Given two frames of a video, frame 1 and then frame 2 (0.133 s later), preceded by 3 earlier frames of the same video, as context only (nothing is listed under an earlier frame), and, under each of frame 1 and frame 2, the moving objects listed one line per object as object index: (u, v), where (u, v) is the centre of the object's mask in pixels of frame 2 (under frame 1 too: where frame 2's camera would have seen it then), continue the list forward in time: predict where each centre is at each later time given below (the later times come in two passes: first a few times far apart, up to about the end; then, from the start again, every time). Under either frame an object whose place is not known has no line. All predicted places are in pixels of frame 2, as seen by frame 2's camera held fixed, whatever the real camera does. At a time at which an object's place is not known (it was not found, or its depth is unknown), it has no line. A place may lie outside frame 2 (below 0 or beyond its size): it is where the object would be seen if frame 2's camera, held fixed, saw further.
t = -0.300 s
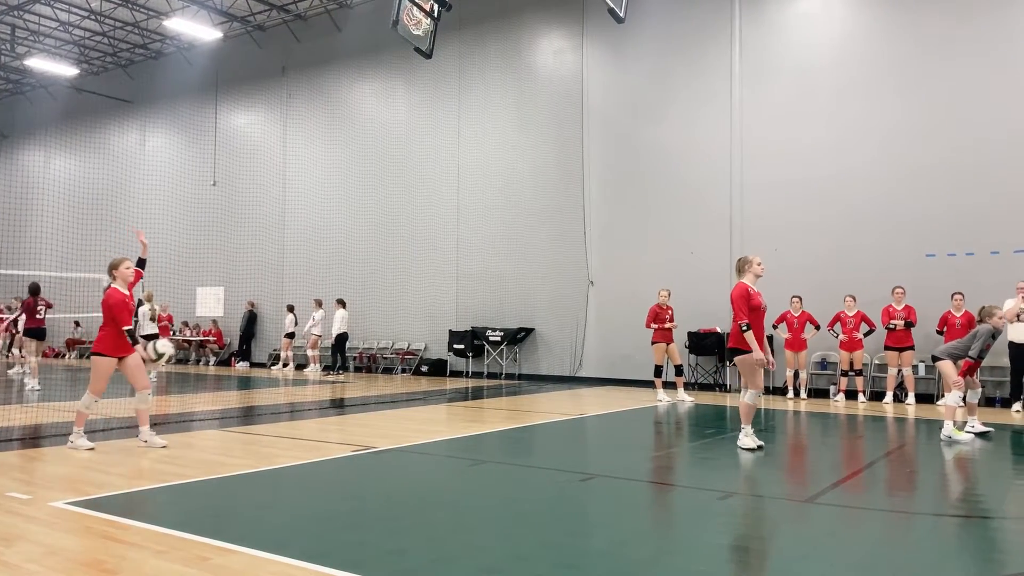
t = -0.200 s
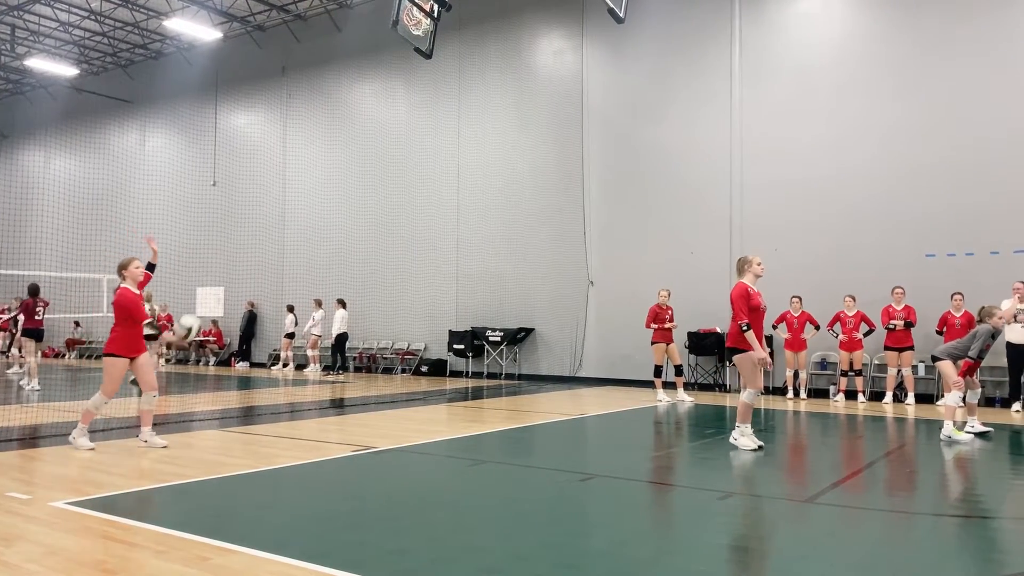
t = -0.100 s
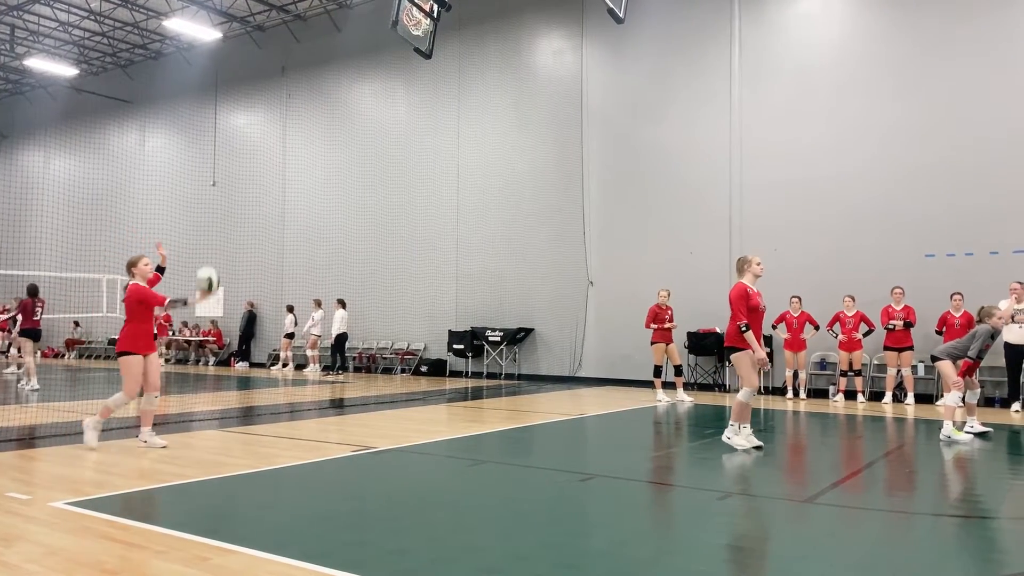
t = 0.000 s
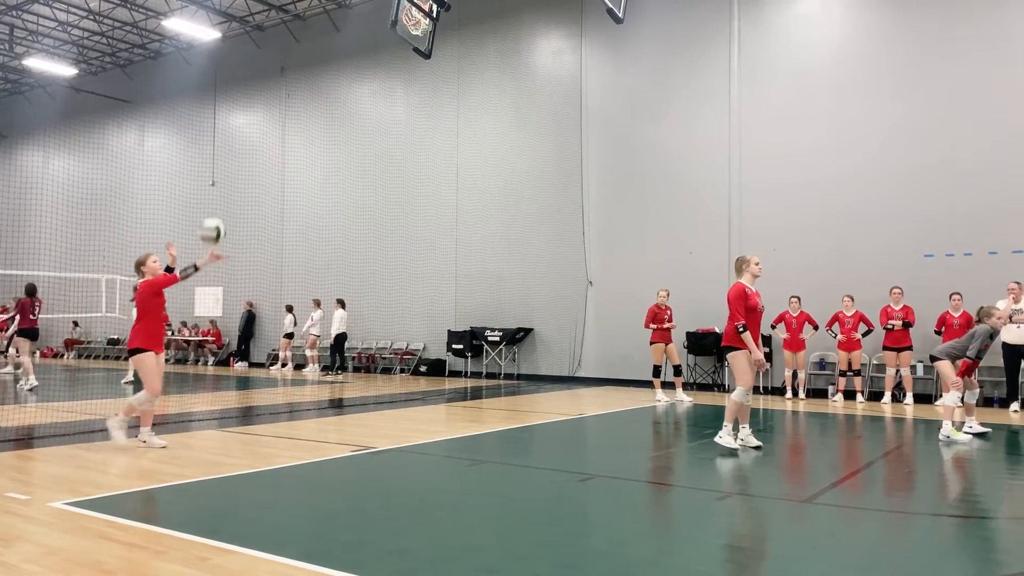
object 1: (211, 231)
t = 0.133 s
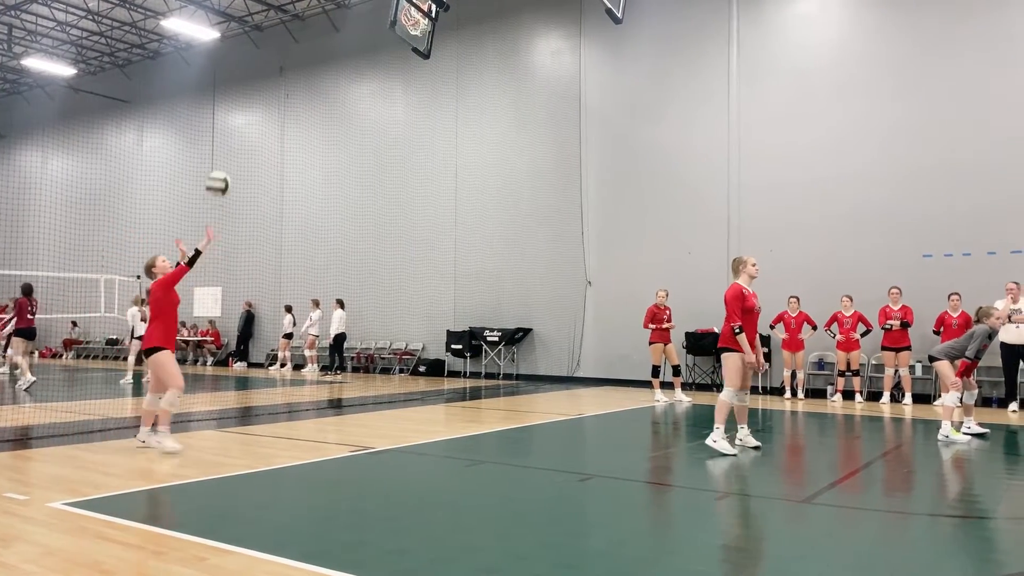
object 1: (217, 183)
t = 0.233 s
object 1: (223, 162)
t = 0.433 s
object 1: (231, 153)
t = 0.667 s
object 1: (239, 198)
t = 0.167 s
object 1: (219, 175)
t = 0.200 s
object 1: (220, 168)
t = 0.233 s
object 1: (223, 162)
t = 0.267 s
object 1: (224, 158)
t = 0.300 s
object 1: (225, 154)
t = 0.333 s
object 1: (227, 152)
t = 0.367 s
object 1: (228, 151)
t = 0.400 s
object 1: (230, 151)
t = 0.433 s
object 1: (231, 153)
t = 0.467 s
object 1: (233, 156)
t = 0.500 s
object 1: (234, 160)
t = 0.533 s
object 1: (235, 165)
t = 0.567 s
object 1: (236, 171)
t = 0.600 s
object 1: (237, 179)
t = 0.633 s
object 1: (238, 188)
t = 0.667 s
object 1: (239, 198)
